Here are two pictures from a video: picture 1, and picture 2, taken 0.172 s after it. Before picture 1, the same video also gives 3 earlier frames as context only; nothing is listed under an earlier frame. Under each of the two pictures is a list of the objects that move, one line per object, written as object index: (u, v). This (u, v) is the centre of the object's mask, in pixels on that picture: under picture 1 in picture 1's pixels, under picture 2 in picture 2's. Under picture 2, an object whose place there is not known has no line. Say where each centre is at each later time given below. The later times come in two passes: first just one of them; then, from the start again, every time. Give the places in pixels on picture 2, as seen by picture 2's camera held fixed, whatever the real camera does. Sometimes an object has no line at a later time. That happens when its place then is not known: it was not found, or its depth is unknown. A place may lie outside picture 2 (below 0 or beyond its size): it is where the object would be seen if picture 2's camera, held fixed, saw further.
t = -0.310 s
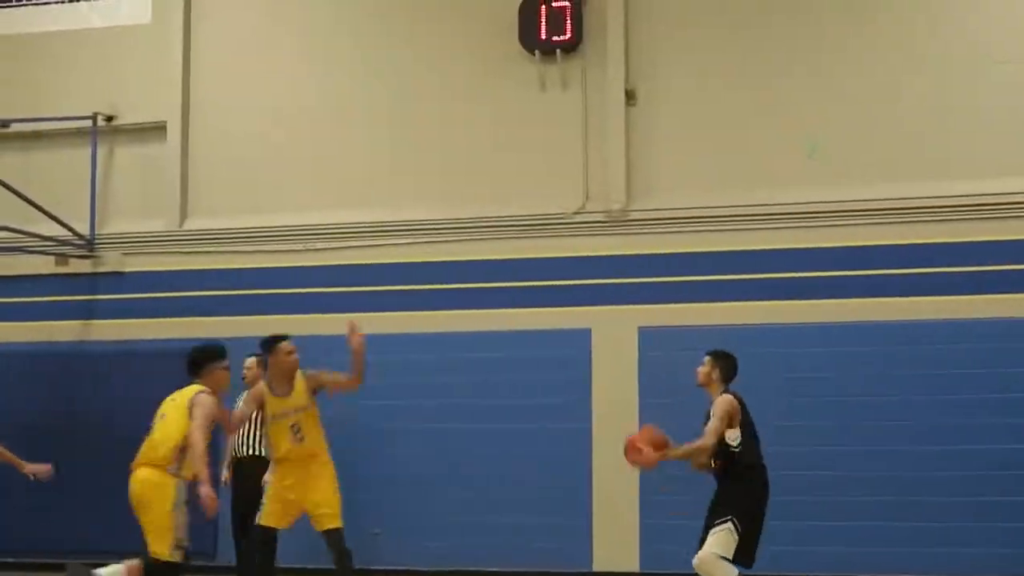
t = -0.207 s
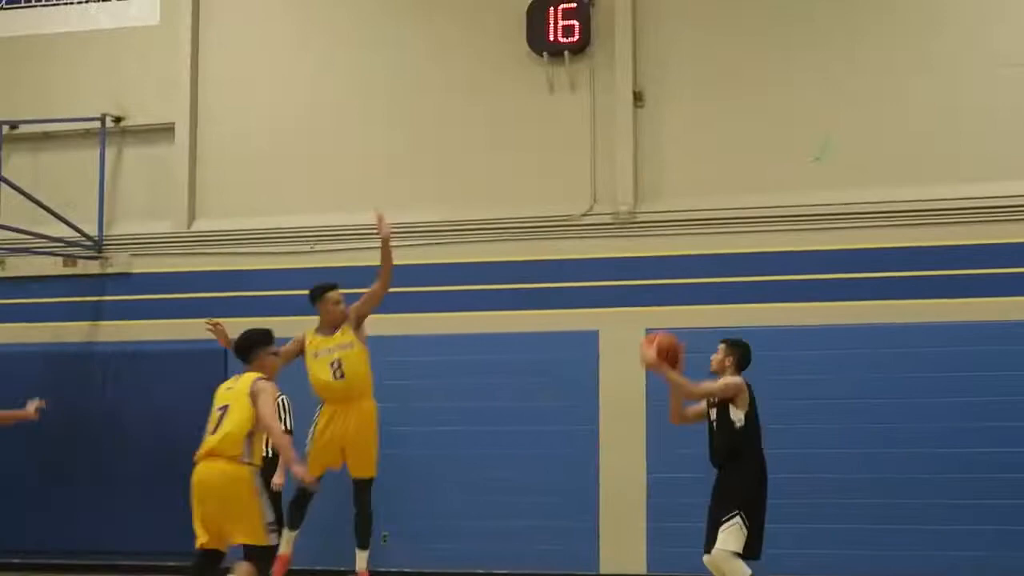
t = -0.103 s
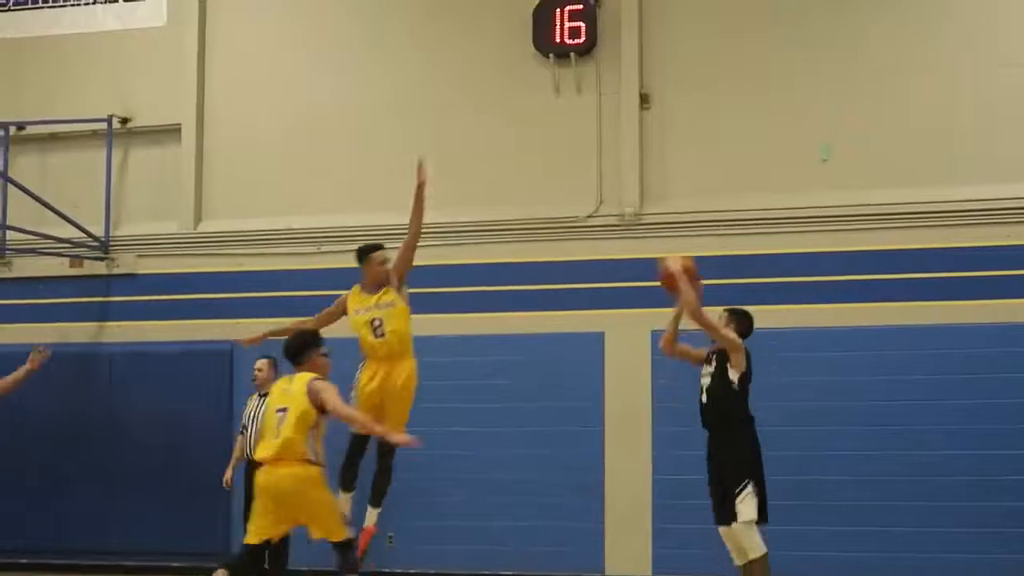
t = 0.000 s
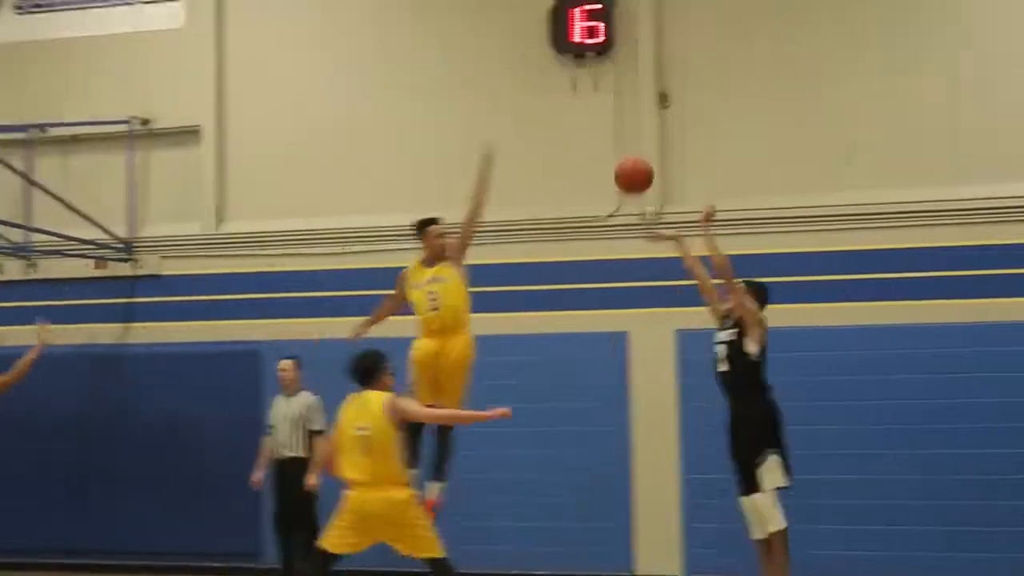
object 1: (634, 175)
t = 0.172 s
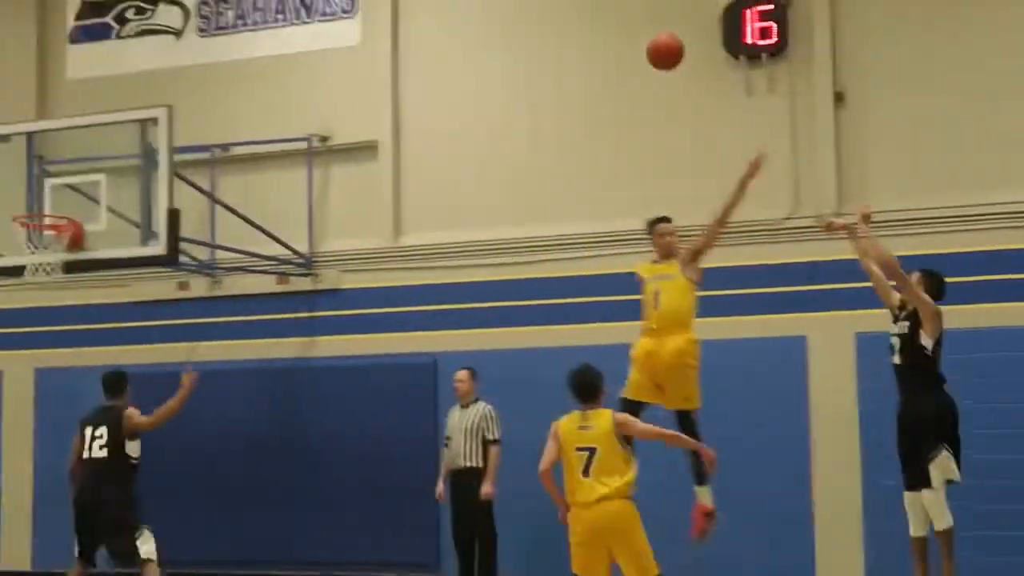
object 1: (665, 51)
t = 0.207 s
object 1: (640, 34)
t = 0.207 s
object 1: (640, 34)
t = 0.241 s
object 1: (614, 17)
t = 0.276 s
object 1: (586, 1)
